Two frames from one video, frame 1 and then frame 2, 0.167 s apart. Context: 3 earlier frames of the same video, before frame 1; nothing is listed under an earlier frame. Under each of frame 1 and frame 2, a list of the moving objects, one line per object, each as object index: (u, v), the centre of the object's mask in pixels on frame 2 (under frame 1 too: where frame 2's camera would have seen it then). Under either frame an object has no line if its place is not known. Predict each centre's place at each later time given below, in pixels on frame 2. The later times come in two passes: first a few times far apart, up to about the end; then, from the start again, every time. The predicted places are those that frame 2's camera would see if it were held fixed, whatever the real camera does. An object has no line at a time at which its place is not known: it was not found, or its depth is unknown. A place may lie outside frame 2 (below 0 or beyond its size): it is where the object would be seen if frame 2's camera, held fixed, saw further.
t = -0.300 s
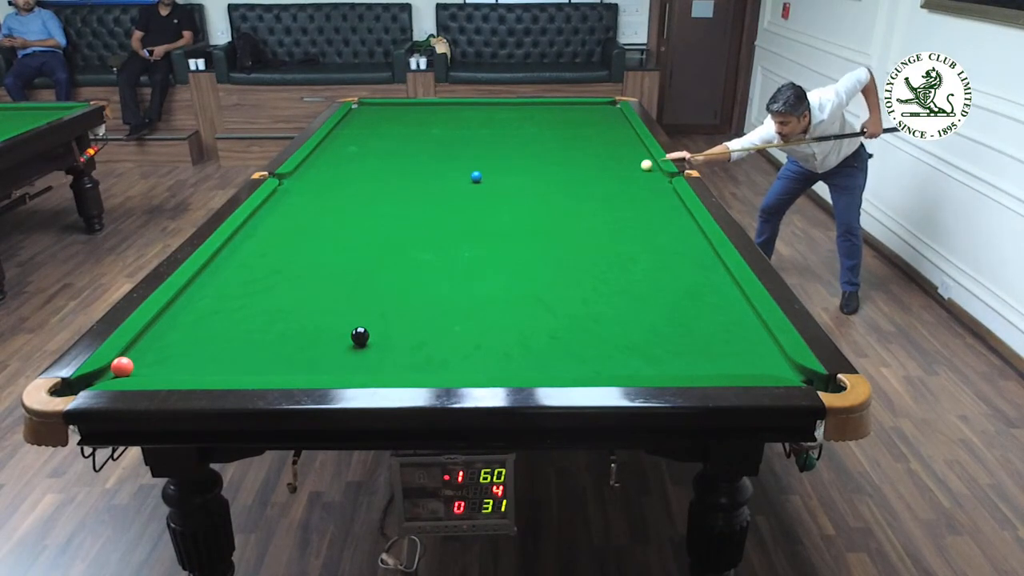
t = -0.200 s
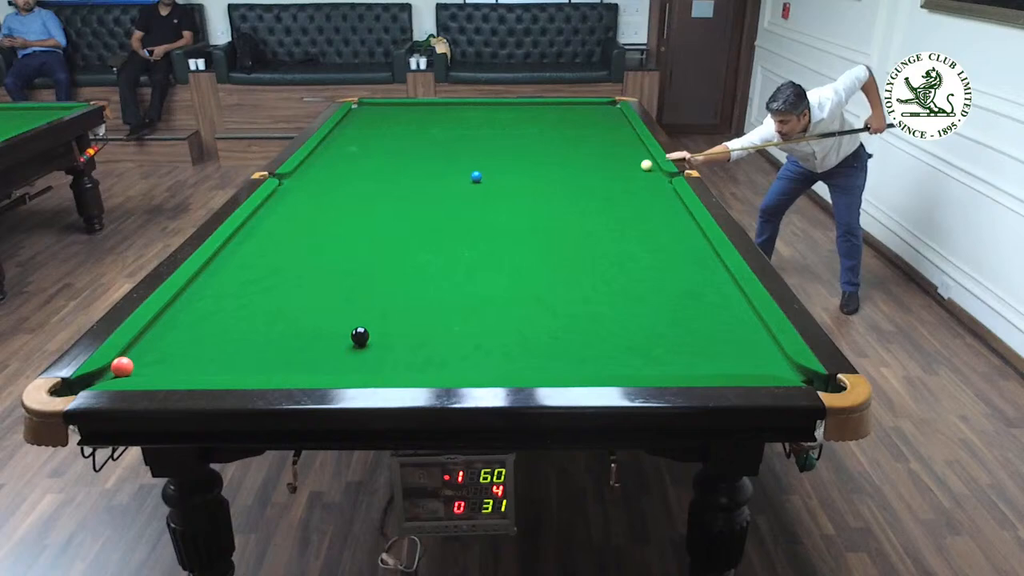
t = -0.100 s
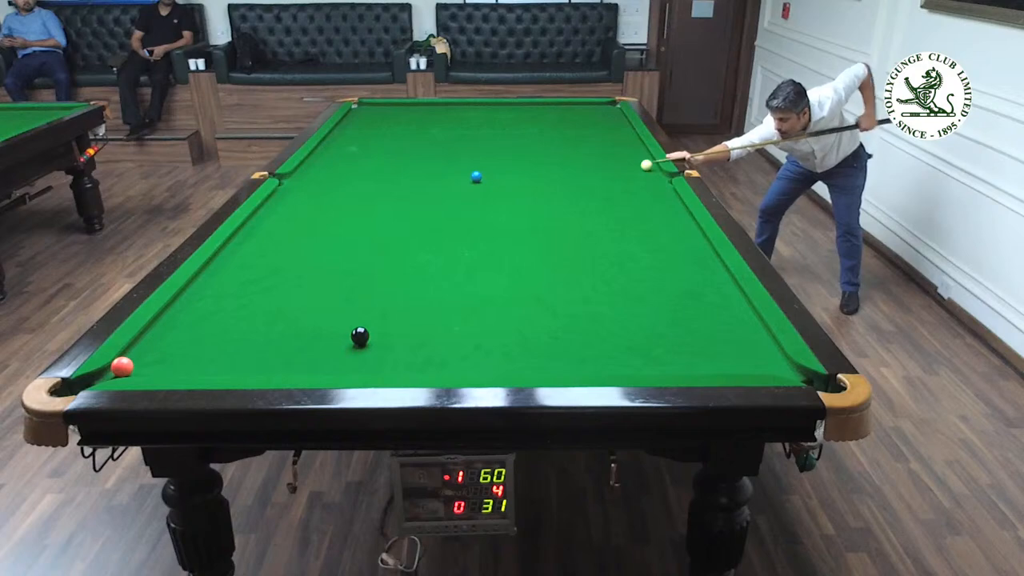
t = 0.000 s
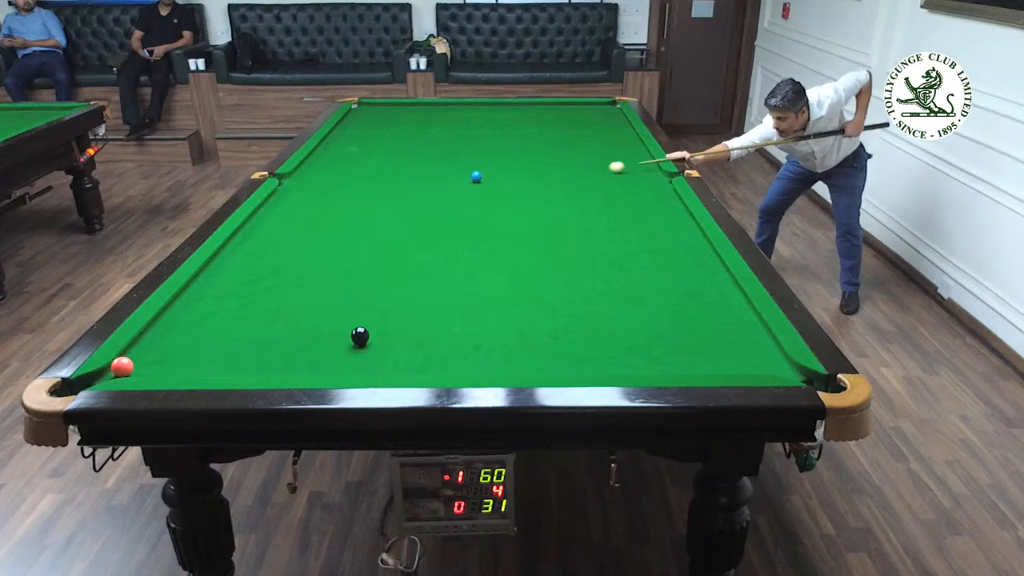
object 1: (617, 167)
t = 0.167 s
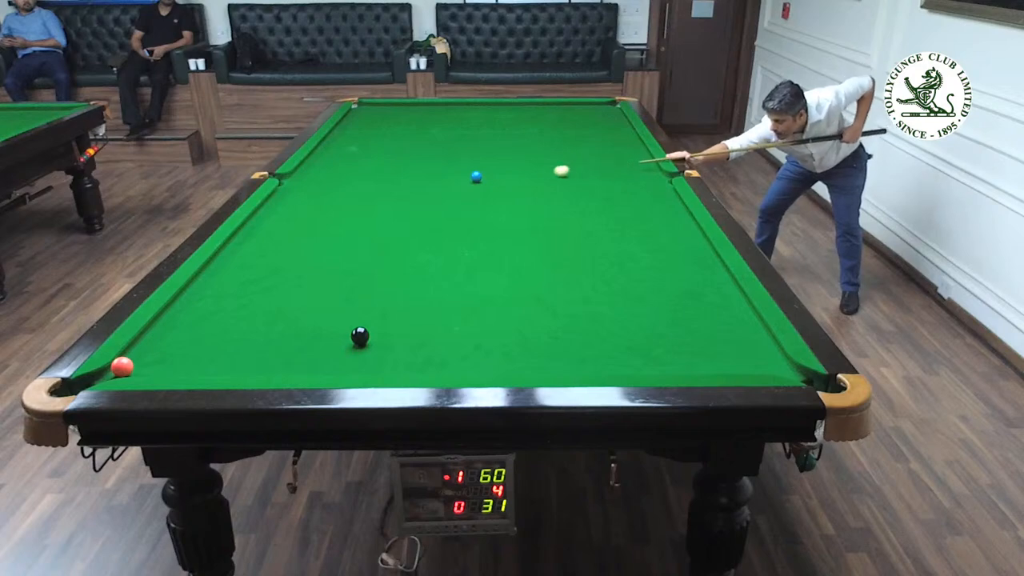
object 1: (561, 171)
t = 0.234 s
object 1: (539, 173)
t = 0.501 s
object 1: (483, 179)
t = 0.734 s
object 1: (463, 184)
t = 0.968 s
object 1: (442, 190)
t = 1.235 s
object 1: (418, 196)
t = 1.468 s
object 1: (398, 201)
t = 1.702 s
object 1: (377, 206)
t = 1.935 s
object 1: (357, 211)
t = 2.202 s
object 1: (335, 216)
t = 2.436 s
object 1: (317, 220)
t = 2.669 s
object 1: (299, 225)
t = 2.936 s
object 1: (279, 229)
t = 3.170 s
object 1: (263, 233)
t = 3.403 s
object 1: (248, 236)
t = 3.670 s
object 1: (233, 240)
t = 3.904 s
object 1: (236, 242)
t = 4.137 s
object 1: (240, 243)
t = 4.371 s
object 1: (243, 245)
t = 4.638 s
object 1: (245, 246)
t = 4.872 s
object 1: (246, 246)
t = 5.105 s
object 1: (247, 246)
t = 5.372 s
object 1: (247, 246)
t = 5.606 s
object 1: (247, 246)
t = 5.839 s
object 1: (247, 246)
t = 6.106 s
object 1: (247, 246)
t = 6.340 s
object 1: (247, 246)
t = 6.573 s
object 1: (247, 246)
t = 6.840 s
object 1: (247, 246)
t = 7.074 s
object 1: (247, 246)
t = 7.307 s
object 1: (247, 246)
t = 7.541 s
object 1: (247, 246)
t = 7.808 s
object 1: (247, 246)
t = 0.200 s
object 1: (550, 172)
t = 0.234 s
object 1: (539, 173)
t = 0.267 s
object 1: (527, 174)
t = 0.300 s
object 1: (515, 175)
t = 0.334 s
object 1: (504, 175)
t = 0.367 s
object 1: (493, 176)
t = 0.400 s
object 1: (487, 177)
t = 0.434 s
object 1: (486, 178)
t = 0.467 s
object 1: (485, 179)
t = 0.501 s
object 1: (483, 179)
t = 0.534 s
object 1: (481, 180)
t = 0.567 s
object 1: (478, 181)
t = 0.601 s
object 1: (475, 181)
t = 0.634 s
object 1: (472, 182)
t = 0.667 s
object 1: (469, 183)
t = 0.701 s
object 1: (466, 183)
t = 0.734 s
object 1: (463, 184)
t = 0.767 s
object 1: (460, 185)
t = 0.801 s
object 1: (457, 186)
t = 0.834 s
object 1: (454, 187)
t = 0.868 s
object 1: (451, 187)
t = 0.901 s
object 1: (448, 188)
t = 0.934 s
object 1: (445, 189)
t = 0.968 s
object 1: (442, 190)
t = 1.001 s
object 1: (439, 190)
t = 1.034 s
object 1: (436, 191)
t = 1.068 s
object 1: (433, 192)
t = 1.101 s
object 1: (430, 193)
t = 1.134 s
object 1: (427, 193)
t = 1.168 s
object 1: (424, 194)
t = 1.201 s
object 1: (421, 195)
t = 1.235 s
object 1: (418, 196)
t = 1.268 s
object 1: (416, 197)
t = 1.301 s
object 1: (413, 197)
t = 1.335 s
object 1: (410, 198)
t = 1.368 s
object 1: (406, 199)
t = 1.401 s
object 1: (404, 199)
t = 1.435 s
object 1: (401, 200)
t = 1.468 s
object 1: (398, 201)
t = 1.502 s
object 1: (395, 202)
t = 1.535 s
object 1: (392, 202)
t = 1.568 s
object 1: (389, 203)
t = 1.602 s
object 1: (386, 204)
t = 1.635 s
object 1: (383, 204)
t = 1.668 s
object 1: (380, 205)
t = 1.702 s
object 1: (377, 206)
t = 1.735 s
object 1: (375, 206)
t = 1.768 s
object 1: (371, 207)
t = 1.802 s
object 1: (369, 208)
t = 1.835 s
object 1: (366, 209)
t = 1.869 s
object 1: (363, 209)
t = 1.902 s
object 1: (360, 210)
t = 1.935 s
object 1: (357, 211)
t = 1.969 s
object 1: (354, 211)
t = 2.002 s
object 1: (351, 212)
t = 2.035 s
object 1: (349, 213)
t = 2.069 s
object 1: (346, 213)
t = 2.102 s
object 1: (343, 214)
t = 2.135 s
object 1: (340, 215)
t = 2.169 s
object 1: (338, 215)
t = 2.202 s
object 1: (335, 216)
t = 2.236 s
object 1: (332, 217)
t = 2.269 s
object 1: (330, 218)
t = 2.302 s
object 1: (327, 218)
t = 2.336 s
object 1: (324, 219)
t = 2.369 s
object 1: (322, 219)
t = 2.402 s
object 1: (319, 220)
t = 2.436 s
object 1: (317, 220)
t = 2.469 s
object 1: (314, 221)
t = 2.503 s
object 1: (312, 222)
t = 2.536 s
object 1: (309, 222)
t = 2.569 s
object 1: (306, 223)
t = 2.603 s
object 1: (304, 223)
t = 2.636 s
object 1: (301, 224)
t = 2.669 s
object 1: (299, 225)
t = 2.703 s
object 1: (296, 225)
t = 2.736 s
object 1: (294, 226)
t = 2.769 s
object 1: (291, 227)
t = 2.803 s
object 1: (289, 227)
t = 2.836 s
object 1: (286, 228)
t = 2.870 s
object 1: (284, 228)
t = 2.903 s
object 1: (281, 229)
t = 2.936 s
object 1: (279, 229)
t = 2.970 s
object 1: (277, 230)
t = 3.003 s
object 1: (274, 230)
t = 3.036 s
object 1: (272, 231)
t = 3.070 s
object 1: (270, 231)
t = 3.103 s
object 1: (267, 232)
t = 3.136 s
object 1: (265, 232)
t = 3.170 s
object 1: (263, 233)
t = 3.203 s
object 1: (261, 234)
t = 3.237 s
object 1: (259, 234)
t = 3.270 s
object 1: (257, 234)
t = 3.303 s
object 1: (254, 235)
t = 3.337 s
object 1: (252, 235)
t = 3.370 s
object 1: (250, 236)
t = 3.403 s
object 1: (248, 236)
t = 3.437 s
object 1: (246, 236)
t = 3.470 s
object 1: (244, 237)
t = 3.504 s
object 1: (242, 238)
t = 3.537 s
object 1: (240, 238)
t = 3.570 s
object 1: (238, 238)
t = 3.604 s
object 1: (236, 239)
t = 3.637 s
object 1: (234, 239)
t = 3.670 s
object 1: (233, 240)
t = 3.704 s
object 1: (233, 240)
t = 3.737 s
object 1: (234, 240)
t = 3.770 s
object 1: (235, 241)
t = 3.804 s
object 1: (235, 241)
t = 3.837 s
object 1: (236, 241)
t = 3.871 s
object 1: (236, 242)
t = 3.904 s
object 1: (236, 242)
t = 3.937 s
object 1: (237, 242)
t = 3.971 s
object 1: (238, 242)
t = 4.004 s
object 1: (238, 242)
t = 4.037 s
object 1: (238, 243)
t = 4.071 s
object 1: (239, 243)
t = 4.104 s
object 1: (239, 243)
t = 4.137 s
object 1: (240, 243)
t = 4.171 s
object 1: (240, 244)
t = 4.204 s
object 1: (241, 244)
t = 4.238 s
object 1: (241, 244)
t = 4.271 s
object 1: (242, 244)
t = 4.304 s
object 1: (242, 244)
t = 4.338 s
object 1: (243, 244)
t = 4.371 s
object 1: (243, 245)
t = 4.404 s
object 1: (243, 245)
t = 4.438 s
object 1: (244, 245)
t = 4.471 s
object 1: (244, 245)
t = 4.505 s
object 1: (244, 245)
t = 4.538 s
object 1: (244, 245)
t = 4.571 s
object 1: (245, 245)
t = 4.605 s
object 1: (245, 246)
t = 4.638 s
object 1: (245, 246)
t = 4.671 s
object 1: (245, 246)
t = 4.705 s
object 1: (246, 246)
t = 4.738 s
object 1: (246, 246)
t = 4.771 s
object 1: (246, 246)
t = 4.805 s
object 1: (246, 246)
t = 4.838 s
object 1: (246, 246)
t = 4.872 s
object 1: (246, 246)
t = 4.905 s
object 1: (247, 246)
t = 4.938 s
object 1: (247, 246)
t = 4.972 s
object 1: (247, 246)
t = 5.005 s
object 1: (247, 246)
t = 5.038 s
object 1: (247, 246)
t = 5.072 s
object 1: (247, 246)
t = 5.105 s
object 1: (247, 246)
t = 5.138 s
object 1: (247, 246)
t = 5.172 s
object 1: (247, 246)
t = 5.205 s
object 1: (247, 246)
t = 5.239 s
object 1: (247, 246)
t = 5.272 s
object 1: (247, 246)
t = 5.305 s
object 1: (247, 246)
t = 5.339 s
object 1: (247, 246)
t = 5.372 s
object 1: (247, 246)
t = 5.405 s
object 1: (247, 246)
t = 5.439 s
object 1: (247, 246)
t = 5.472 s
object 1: (247, 246)
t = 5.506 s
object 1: (247, 246)
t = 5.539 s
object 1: (247, 246)
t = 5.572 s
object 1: (247, 246)
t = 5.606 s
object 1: (247, 246)
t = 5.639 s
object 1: (247, 246)
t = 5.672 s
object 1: (247, 246)
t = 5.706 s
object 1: (247, 246)
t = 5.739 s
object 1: (247, 246)
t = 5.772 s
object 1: (247, 246)
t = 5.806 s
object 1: (247, 246)
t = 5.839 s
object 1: (247, 246)
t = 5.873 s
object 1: (247, 246)
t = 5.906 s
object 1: (247, 246)
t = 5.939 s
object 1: (247, 246)
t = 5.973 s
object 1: (247, 246)
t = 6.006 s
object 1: (247, 246)
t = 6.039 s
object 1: (247, 246)
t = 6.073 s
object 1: (247, 246)
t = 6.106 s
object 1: (247, 246)
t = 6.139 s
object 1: (247, 246)
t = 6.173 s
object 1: (247, 246)
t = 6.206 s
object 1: (247, 246)
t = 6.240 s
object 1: (247, 246)
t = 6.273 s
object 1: (247, 246)
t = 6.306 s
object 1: (247, 246)
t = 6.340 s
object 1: (247, 246)
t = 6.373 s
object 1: (247, 246)
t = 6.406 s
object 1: (247, 246)
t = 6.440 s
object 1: (247, 246)
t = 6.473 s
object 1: (247, 246)
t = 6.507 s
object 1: (247, 246)
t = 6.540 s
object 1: (247, 246)
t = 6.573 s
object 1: (247, 246)
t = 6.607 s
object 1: (247, 246)
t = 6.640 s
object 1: (247, 246)
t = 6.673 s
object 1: (247, 246)
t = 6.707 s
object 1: (247, 246)
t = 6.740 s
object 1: (247, 246)
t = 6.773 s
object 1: (247, 246)
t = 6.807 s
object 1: (247, 246)
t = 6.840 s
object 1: (247, 246)
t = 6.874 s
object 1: (247, 246)
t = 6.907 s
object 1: (247, 246)
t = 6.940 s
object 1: (247, 246)
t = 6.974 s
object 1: (247, 246)
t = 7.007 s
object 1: (247, 246)
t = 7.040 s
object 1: (247, 246)
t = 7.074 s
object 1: (247, 246)
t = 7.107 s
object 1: (247, 246)
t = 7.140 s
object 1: (247, 246)
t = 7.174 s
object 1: (247, 246)
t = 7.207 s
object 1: (247, 246)
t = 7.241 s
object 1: (247, 246)
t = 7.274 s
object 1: (247, 246)
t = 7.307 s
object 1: (247, 246)
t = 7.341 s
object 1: (247, 246)
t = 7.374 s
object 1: (247, 246)
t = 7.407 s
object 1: (247, 246)
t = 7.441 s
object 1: (247, 246)
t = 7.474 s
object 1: (247, 246)
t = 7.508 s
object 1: (247, 246)
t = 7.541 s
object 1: (247, 246)
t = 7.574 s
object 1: (247, 246)
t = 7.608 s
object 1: (247, 246)
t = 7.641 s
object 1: (247, 246)
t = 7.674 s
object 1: (247, 246)
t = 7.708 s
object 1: (247, 246)
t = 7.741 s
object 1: (247, 247)
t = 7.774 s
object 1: (247, 246)
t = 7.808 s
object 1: (247, 246)
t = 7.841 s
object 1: (247, 246)
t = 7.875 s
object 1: (247, 246)
